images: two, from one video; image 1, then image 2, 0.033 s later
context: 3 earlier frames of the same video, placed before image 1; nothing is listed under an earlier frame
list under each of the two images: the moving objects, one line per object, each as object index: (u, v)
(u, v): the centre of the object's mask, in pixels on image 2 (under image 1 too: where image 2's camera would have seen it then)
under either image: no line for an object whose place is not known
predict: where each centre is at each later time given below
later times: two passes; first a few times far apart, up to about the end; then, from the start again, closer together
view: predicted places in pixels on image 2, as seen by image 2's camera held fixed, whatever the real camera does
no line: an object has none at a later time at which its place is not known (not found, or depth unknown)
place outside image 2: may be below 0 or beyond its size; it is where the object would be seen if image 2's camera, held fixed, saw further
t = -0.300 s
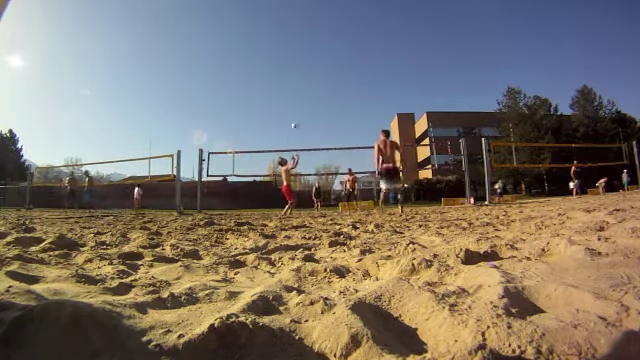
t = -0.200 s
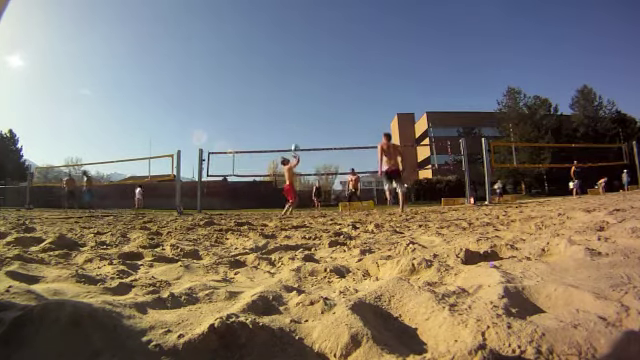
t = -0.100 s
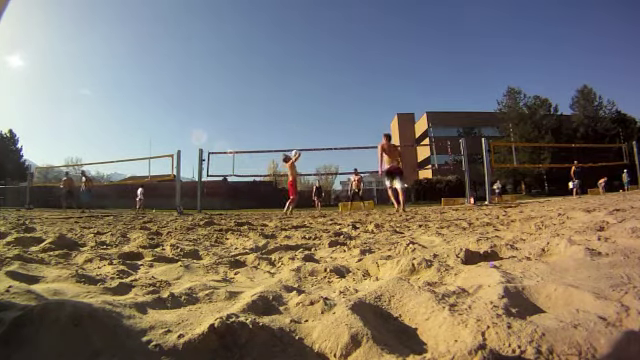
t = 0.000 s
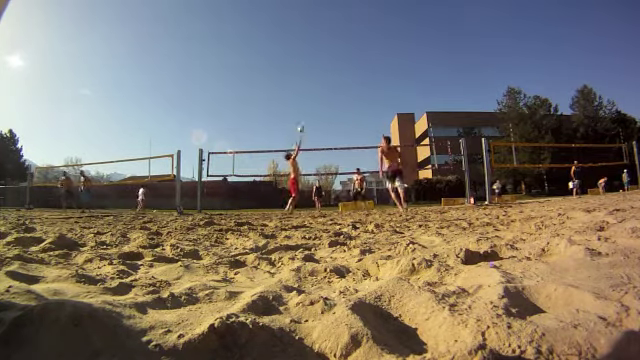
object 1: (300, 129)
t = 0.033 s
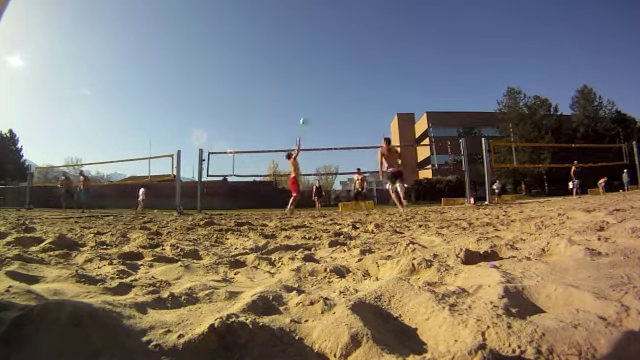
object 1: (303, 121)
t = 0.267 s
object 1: (316, 83)
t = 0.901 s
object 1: (349, 72)
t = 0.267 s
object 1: (316, 83)
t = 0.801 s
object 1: (344, 68)
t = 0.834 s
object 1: (345, 69)
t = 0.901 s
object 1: (349, 72)
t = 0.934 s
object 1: (350, 74)
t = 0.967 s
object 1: (352, 77)
